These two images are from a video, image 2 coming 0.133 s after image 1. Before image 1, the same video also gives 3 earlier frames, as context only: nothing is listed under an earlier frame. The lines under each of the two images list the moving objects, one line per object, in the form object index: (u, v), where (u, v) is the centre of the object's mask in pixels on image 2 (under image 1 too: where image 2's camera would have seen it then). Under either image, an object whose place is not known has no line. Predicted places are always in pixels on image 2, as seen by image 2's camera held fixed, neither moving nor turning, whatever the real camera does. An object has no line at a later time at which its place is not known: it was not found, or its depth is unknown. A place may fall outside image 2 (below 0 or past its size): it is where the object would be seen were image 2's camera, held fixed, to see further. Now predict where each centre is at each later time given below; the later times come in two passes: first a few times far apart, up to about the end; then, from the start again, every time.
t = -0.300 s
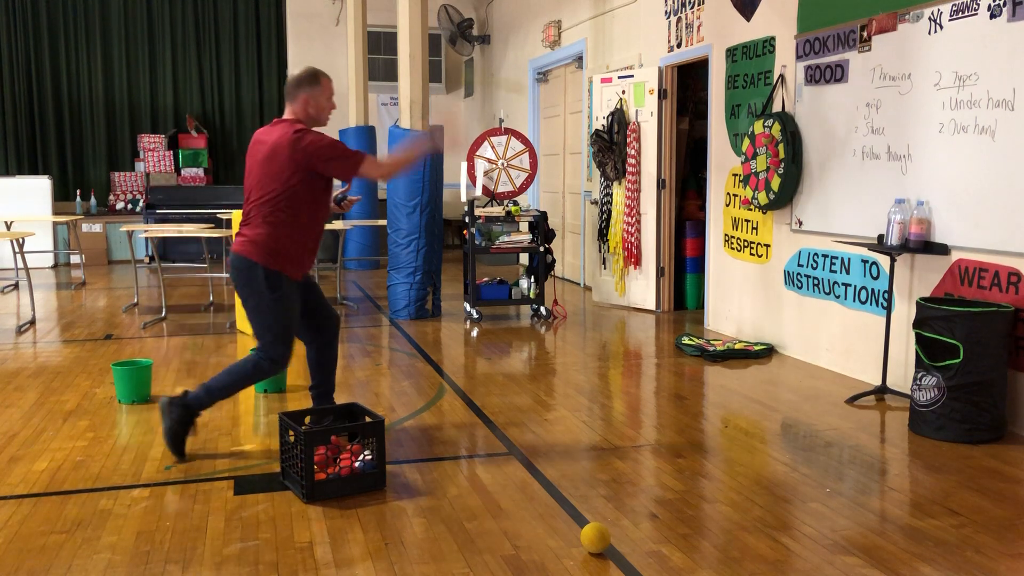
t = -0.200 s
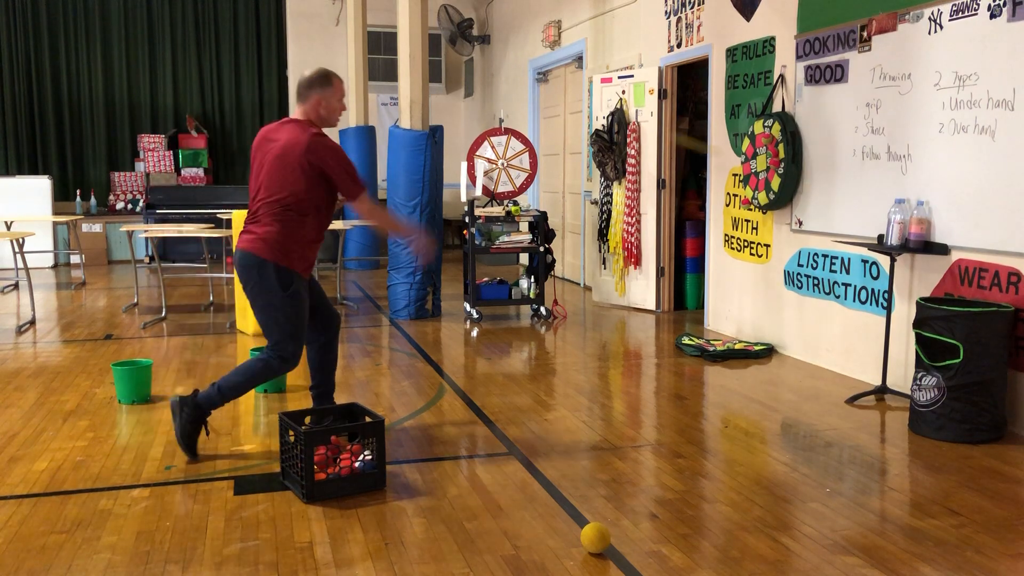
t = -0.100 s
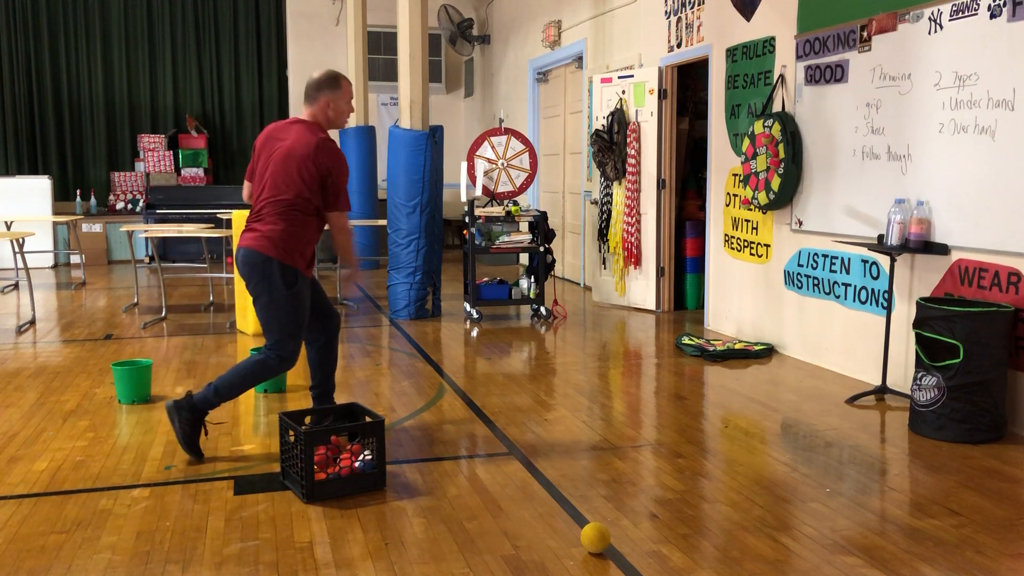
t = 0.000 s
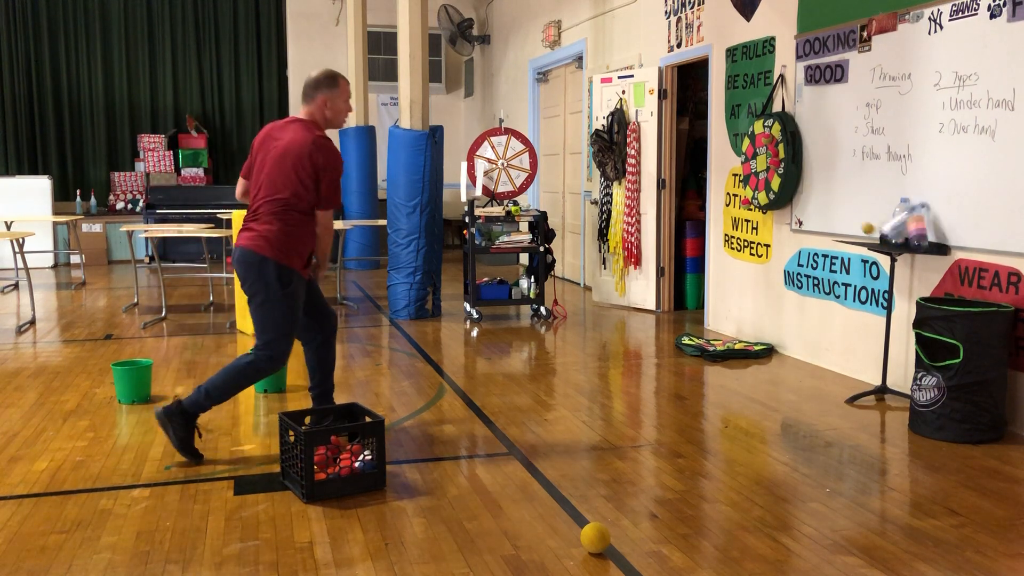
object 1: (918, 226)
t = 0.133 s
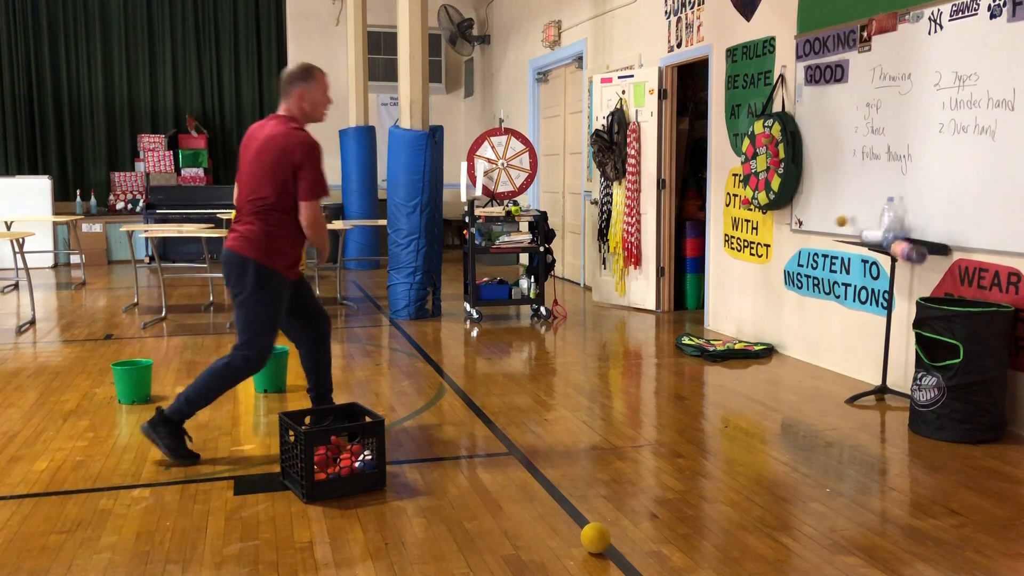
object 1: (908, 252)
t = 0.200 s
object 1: (904, 263)
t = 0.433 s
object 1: (894, 387)
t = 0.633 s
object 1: (881, 383)
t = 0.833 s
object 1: (857, 389)
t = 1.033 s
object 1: (829, 460)
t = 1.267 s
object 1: (792, 470)
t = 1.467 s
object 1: (766, 483)
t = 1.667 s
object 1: (750, 503)
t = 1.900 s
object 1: (734, 513)
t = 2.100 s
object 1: (731, 519)
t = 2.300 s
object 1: (734, 521)
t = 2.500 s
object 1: (732, 522)
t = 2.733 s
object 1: (732, 522)
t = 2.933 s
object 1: (732, 522)
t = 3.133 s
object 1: (732, 522)
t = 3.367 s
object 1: (732, 522)
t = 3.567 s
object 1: (732, 522)
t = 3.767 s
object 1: (732, 522)
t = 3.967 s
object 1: (732, 522)
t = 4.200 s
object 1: (732, 522)
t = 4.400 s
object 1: (732, 522)
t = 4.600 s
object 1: (732, 522)
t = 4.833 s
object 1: (732, 522)
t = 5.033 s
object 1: (732, 522)
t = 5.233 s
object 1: (732, 522)
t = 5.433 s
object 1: (732, 522)
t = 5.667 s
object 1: (732, 522)
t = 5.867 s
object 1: (732, 522)
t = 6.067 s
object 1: (732, 522)
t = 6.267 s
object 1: (732, 522)
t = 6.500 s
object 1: (732, 522)
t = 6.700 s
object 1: (732, 522)
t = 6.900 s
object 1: (732, 522)
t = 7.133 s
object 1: (732, 522)
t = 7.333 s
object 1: (732, 522)
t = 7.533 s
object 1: (732, 522)
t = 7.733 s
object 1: (732, 522)
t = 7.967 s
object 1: (732, 522)
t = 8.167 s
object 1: (732, 522)
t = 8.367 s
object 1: (732, 522)
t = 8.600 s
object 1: (732, 522)
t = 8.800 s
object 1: (732, 522)
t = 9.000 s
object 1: (732, 522)
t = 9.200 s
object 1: (732, 522)
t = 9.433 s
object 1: (732, 522)
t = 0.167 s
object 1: (907, 257)
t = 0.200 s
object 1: (904, 263)
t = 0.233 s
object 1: (902, 273)
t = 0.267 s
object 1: (901, 286)
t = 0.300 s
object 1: (900, 304)
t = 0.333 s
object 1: (897, 317)
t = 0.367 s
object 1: (899, 341)
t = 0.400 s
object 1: (896, 361)
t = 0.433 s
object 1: (894, 387)
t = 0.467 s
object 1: (893, 419)
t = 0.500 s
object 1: (892, 422)
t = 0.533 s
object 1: (890, 410)
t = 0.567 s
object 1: (887, 397)
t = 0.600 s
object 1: (883, 388)
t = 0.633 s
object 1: (881, 383)
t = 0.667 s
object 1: (877, 378)
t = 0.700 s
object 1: (874, 376)
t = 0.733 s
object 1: (869, 374)
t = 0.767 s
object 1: (865, 375)
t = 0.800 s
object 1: (860, 378)
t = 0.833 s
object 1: (857, 389)
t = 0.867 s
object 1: (851, 400)
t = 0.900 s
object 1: (846, 412)
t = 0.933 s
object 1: (841, 428)
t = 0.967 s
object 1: (836, 447)
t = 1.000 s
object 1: (832, 465)
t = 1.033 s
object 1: (829, 460)
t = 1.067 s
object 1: (825, 454)
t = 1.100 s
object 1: (820, 450)
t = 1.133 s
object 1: (814, 450)
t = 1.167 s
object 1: (810, 453)
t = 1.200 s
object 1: (804, 456)
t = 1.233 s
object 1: (799, 461)
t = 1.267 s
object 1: (792, 470)
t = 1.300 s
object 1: (785, 486)
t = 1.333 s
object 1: (781, 502)
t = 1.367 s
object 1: (776, 511)
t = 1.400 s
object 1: (772, 499)
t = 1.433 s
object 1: (769, 489)
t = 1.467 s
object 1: (766, 483)
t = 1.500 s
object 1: (764, 479)
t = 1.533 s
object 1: (762, 478)
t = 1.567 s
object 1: (758, 480)
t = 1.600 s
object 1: (756, 484)
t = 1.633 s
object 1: (753, 492)
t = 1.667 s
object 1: (750, 503)
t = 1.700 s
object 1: (748, 515)
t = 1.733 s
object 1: (745, 524)
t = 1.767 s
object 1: (742, 521)
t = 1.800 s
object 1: (740, 515)
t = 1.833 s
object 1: (738, 512)
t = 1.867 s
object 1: (736, 512)
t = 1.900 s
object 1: (734, 513)
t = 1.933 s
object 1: (732, 517)
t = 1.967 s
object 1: (733, 520)
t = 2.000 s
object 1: (732, 520)
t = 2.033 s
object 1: (731, 519)
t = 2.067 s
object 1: (731, 518)
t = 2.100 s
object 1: (731, 519)
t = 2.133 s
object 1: (733, 521)
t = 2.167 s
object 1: (733, 521)
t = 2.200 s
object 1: (733, 521)
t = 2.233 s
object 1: (734, 521)
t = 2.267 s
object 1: (734, 521)
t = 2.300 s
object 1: (734, 521)
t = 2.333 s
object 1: (734, 521)
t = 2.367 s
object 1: (733, 522)
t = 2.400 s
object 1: (733, 522)
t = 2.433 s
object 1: (733, 522)
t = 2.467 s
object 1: (732, 522)
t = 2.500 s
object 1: (732, 522)
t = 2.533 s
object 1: (731, 522)
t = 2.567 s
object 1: (731, 522)
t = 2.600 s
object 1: (731, 522)
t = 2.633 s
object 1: (731, 522)
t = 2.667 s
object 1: (731, 522)
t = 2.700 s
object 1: (732, 522)
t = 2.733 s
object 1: (732, 522)
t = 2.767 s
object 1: (732, 522)
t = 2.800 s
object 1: (732, 522)
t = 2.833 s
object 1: (732, 522)
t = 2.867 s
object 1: (732, 522)
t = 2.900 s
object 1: (732, 522)
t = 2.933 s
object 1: (732, 522)
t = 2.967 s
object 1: (732, 522)
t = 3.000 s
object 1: (732, 522)
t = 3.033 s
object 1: (732, 522)
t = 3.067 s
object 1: (732, 522)
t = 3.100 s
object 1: (732, 522)
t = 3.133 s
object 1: (732, 522)
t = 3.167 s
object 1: (732, 522)
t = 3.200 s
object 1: (732, 522)
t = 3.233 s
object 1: (732, 522)
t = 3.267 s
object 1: (732, 522)
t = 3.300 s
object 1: (732, 522)
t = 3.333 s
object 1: (732, 522)
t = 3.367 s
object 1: (732, 522)
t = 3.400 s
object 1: (732, 522)
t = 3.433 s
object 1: (732, 522)
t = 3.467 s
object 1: (732, 522)
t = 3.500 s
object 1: (732, 522)
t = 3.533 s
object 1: (732, 522)
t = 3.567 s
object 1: (732, 522)
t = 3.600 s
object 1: (732, 522)
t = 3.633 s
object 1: (732, 522)
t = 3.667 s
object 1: (732, 522)
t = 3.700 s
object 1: (732, 522)
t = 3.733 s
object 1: (732, 522)
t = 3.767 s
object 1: (732, 522)
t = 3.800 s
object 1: (732, 522)
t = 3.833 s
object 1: (732, 522)
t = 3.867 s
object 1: (732, 522)
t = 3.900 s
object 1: (732, 522)
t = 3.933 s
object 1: (732, 522)
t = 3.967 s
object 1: (732, 522)
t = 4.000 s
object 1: (732, 522)
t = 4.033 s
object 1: (732, 522)
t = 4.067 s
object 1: (732, 522)
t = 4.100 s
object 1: (732, 522)
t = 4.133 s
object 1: (732, 522)
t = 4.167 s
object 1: (732, 522)
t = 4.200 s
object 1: (732, 522)
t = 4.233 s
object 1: (732, 522)
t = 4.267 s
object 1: (732, 522)
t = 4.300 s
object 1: (732, 522)
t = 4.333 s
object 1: (732, 522)
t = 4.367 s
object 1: (732, 522)
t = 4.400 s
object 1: (732, 522)
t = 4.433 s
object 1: (732, 522)
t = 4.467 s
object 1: (732, 522)
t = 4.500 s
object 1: (732, 522)
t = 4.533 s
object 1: (732, 522)
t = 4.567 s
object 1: (732, 522)
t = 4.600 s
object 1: (732, 522)
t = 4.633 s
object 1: (732, 522)
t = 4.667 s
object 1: (732, 522)
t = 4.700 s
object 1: (732, 522)
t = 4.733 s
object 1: (732, 522)
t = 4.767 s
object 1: (732, 522)
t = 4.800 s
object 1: (732, 522)
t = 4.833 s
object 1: (732, 522)
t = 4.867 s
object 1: (732, 522)
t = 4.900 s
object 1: (732, 522)
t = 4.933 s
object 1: (732, 522)
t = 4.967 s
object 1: (732, 522)
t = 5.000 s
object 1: (732, 522)
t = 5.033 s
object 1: (732, 522)
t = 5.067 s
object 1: (732, 522)
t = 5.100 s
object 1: (732, 522)
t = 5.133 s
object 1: (732, 522)
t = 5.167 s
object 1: (732, 522)
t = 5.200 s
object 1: (732, 522)
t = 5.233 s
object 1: (732, 522)
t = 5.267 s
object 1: (732, 522)
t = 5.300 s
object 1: (732, 522)
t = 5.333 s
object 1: (732, 522)
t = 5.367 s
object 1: (732, 522)
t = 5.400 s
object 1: (732, 522)
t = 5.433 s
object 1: (732, 522)
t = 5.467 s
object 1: (732, 522)
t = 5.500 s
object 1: (732, 522)
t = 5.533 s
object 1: (732, 522)
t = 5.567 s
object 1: (732, 522)
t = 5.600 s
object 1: (732, 522)
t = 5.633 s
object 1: (732, 522)
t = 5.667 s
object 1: (732, 522)
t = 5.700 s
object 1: (732, 522)
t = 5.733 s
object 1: (732, 522)
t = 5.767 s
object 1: (732, 522)
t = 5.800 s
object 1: (732, 522)
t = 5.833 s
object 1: (732, 522)
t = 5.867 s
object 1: (732, 522)
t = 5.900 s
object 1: (732, 522)
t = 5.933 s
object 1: (732, 522)
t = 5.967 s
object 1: (732, 522)
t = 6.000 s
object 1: (732, 522)
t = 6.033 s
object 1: (732, 522)
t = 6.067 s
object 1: (732, 522)
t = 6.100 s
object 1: (732, 522)
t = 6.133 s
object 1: (732, 522)
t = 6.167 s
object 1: (732, 522)
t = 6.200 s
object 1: (732, 522)
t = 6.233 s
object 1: (732, 522)
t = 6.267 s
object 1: (732, 522)
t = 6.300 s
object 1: (732, 522)
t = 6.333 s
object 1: (732, 522)
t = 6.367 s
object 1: (732, 522)
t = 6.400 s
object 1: (732, 522)
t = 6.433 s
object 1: (732, 522)
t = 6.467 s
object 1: (732, 522)
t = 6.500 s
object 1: (732, 522)
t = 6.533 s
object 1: (732, 522)
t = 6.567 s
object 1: (732, 522)
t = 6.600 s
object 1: (732, 522)
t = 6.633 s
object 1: (732, 522)
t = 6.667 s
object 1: (732, 522)
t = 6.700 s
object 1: (732, 522)
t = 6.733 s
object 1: (732, 522)
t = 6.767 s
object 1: (732, 522)
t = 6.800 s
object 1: (732, 522)
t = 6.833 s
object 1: (732, 522)
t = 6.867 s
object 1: (732, 522)
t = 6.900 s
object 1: (732, 522)
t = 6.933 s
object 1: (732, 522)
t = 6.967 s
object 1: (732, 522)
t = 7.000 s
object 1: (732, 522)
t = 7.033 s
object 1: (732, 522)
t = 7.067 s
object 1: (732, 522)
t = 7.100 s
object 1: (732, 522)
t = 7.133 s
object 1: (732, 522)
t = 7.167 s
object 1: (732, 522)
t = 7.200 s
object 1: (732, 522)
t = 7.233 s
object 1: (732, 522)
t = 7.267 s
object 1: (732, 522)
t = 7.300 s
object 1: (732, 522)
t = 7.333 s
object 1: (732, 522)
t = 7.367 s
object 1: (732, 522)
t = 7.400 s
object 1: (732, 522)
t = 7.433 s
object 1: (732, 522)
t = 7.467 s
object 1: (732, 522)
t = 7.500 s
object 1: (732, 522)
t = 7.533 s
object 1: (732, 522)
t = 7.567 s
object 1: (732, 522)
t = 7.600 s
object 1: (732, 522)
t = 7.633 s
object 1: (732, 522)
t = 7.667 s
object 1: (732, 522)
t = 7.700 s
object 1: (732, 522)
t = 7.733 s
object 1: (732, 522)
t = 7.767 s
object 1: (732, 522)
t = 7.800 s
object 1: (732, 522)
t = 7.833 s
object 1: (732, 522)
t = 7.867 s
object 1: (732, 522)
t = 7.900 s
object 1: (732, 522)
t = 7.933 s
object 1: (732, 522)
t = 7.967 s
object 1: (732, 522)
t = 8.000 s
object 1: (732, 522)
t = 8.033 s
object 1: (732, 522)
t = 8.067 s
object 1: (732, 522)
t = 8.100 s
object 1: (732, 522)
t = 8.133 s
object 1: (732, 522)
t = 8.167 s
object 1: (732, 522)
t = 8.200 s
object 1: (732, 522)
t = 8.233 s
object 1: (732, 522)
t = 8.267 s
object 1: (732, 522)
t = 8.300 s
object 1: (732, 522)
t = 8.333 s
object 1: (732, 522)
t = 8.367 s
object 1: (732, 522)
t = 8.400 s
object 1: (732, 522)
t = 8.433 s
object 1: (732, 522)
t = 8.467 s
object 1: (732, 522)
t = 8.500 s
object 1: (732, 522)
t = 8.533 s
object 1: (732, 522)
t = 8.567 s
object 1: (732, 522)
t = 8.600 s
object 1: (732, 522)
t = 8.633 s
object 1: (732, 522)
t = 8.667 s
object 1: (732, 522)
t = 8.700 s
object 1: (732, 522)
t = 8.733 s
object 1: (732, 522)
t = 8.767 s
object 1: (732, 522)
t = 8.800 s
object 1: (732, 522)
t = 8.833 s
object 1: (732, 522)
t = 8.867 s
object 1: (732, 522)
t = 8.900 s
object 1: (732, 522)
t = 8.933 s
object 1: (732, 522)
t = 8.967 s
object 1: (732, 522)
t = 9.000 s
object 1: (732, 522)
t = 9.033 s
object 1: (732, 522)
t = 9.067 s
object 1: (732, 522)
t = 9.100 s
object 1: (732, 522)
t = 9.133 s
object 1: (732, 522)
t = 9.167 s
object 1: (732, 522)
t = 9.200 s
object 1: (732, 522)
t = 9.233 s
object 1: (732, 522)
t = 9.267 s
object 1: (732, 522)
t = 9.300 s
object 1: (732, 522)
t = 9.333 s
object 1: (732, 522)
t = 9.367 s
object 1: (732, 522)
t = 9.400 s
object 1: (732, 522)
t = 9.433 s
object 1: (732, 522)
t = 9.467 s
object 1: (732, 522)
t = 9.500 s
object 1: (732, 522)
